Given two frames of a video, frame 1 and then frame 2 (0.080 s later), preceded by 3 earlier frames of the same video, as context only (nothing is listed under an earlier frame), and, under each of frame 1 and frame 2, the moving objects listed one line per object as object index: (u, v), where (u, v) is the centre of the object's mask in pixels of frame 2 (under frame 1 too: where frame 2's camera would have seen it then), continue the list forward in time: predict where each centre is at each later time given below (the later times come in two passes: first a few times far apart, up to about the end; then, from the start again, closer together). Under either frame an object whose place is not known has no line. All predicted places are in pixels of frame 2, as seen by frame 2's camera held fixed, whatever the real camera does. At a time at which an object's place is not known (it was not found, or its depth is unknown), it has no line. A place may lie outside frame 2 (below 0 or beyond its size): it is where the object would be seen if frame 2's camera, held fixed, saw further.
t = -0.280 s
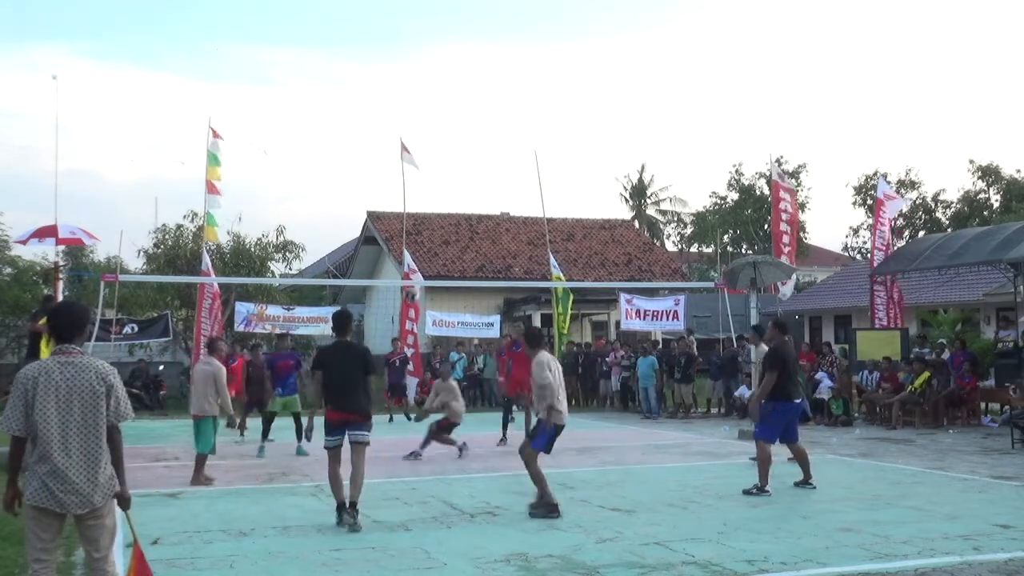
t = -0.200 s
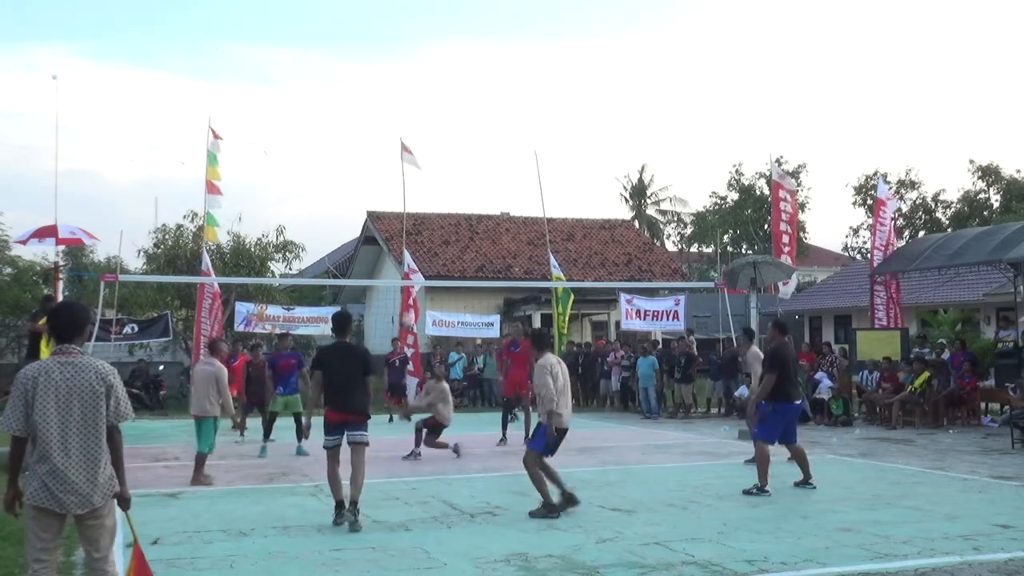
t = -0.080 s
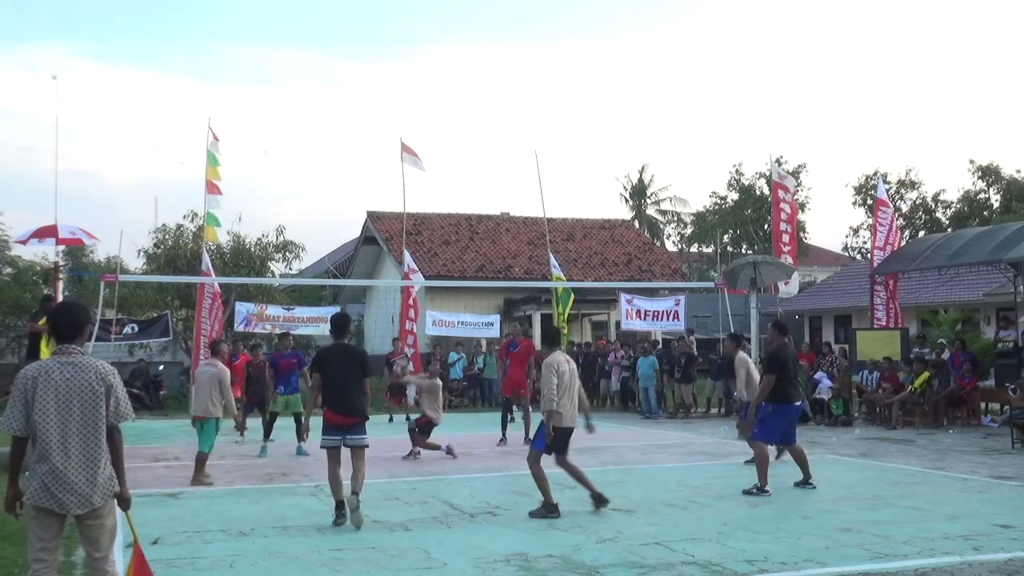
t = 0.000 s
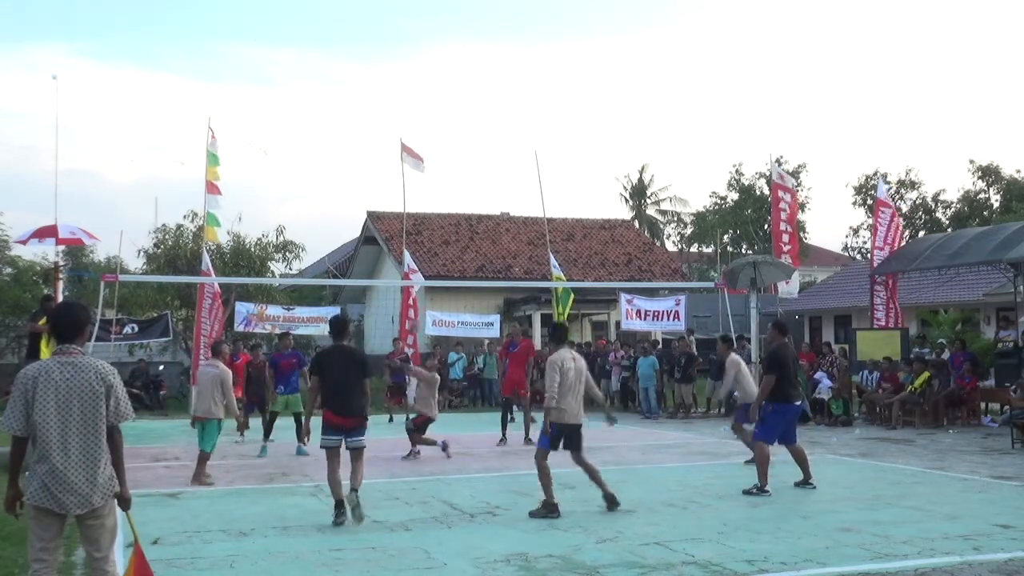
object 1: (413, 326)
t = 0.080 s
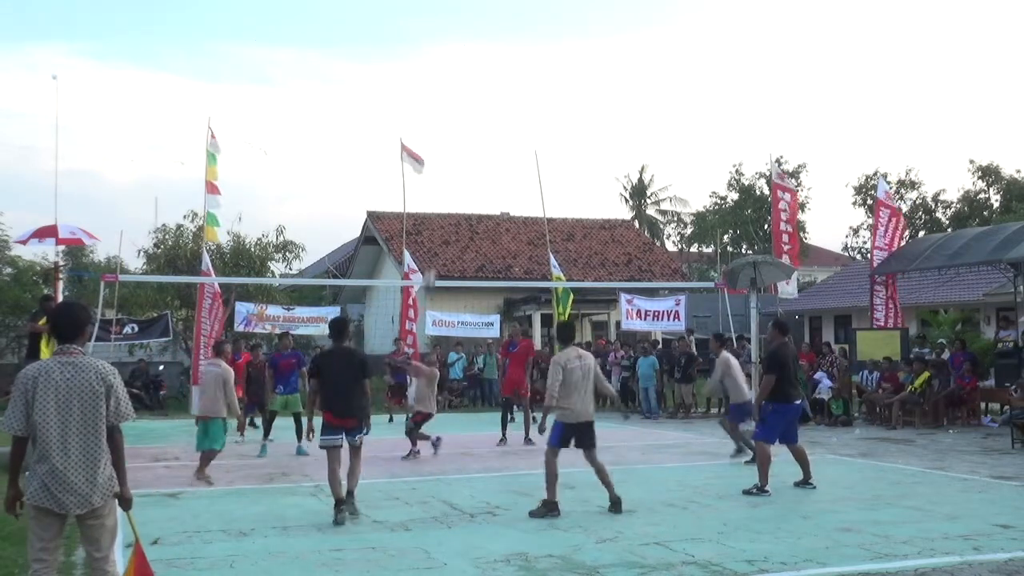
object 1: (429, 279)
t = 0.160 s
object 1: (442, 241)
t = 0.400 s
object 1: (486, 153)
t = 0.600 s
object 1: (521, 113)
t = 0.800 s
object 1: (555, 102)
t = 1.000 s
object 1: (588, 117)
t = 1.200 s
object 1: (620, 158)
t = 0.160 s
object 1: (442, 241)
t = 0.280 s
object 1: (465, 191)
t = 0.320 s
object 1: (472, 177)
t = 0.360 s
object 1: (479, 165)
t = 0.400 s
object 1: (486, 153)
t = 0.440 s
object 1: (493, 142)
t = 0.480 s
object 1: (500, 134)
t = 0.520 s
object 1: (507, 126)
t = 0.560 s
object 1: (514, 119)
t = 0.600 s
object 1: (521, 113)
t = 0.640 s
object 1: (528, 109)
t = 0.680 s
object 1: (535, 105)
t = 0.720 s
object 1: (541, 103)
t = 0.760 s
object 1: (548, 102)
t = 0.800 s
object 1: (555, 102)
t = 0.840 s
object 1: (561, 103)
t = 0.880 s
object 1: (568, 105)
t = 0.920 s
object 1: (575, 108)
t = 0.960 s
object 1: (581, 112)
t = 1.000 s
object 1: (588, 117)
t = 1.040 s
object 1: (595, 124)
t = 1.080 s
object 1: (601, 131)
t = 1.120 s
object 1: (607, 139)
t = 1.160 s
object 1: (613, 148)
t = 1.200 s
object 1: (620, 158)
